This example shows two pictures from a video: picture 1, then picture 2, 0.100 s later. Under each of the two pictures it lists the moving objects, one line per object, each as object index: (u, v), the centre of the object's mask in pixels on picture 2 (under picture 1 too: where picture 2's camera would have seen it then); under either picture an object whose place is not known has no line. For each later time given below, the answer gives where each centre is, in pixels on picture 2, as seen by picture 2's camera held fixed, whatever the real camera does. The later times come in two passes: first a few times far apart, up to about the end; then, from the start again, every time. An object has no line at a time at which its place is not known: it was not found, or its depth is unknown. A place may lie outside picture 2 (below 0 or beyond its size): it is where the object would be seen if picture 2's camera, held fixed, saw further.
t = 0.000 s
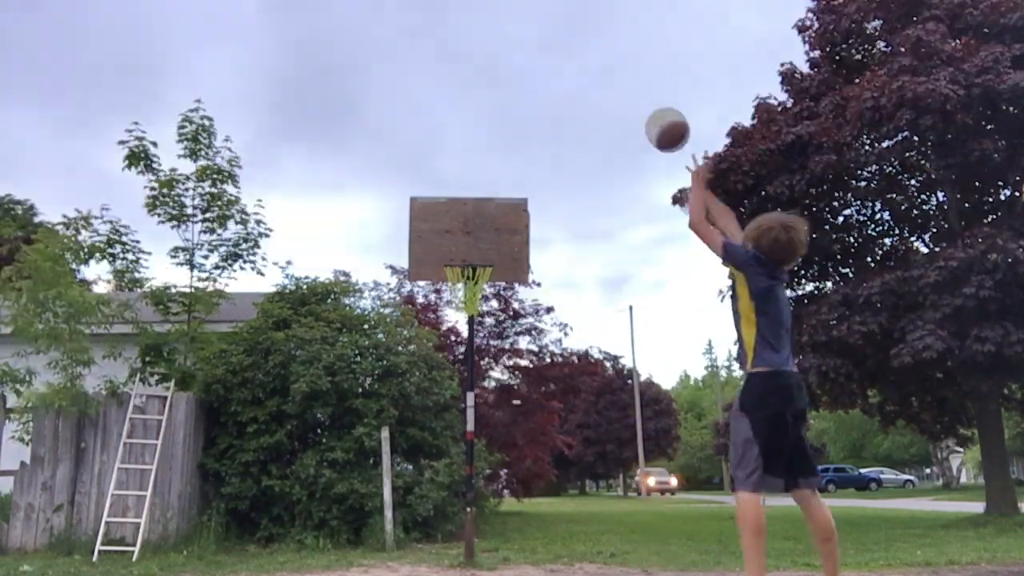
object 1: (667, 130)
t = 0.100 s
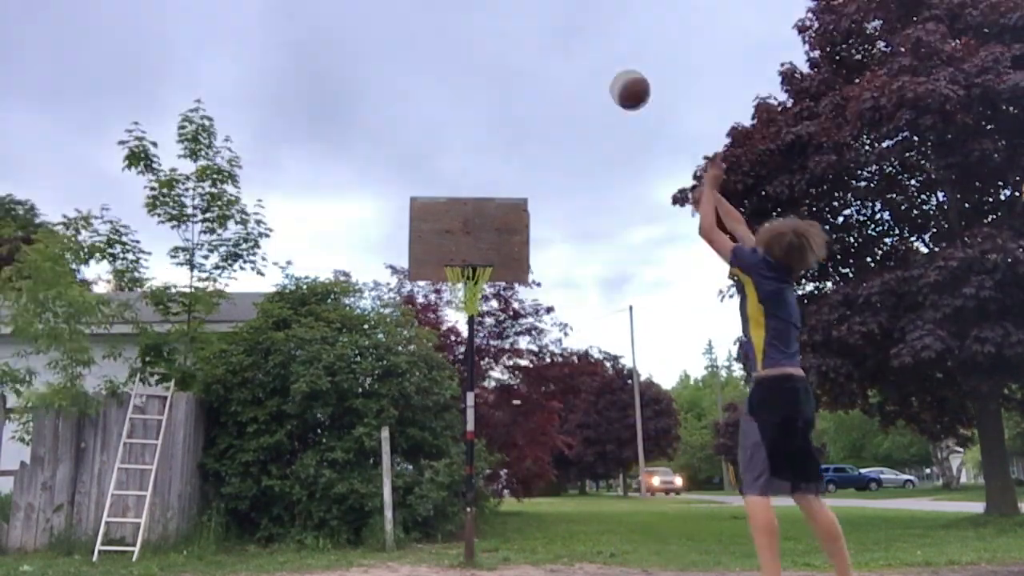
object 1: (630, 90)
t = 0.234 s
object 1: (591, 66)
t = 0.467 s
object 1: (538, 83)
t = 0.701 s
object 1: (498, 147)
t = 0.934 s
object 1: (469, 243)
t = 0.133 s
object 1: (619, 81)
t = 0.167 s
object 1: (609, 74)
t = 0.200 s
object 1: (600, 69)
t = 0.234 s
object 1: (591, 66)
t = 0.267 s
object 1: (582, 64)
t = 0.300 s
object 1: (574, 64)
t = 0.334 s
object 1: (566, 66)
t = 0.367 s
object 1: (559, 68)
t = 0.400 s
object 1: (551, 72)
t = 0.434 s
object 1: (545, 77)
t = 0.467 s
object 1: (538, 83)
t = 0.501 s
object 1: (532, 89)
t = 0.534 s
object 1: (526, 97)
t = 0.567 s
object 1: (519, 105)
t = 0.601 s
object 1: (514, 115)
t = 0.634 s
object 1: (508, 125)
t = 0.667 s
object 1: (503, 136)
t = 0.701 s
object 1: (498, 147)
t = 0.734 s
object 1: (493, 160)
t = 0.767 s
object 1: (488, 173)
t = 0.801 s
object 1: (484, 186)
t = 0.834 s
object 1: (480, 200)
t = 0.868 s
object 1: (475, 217)
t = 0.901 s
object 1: (471, 228)
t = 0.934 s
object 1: (469, 243)
